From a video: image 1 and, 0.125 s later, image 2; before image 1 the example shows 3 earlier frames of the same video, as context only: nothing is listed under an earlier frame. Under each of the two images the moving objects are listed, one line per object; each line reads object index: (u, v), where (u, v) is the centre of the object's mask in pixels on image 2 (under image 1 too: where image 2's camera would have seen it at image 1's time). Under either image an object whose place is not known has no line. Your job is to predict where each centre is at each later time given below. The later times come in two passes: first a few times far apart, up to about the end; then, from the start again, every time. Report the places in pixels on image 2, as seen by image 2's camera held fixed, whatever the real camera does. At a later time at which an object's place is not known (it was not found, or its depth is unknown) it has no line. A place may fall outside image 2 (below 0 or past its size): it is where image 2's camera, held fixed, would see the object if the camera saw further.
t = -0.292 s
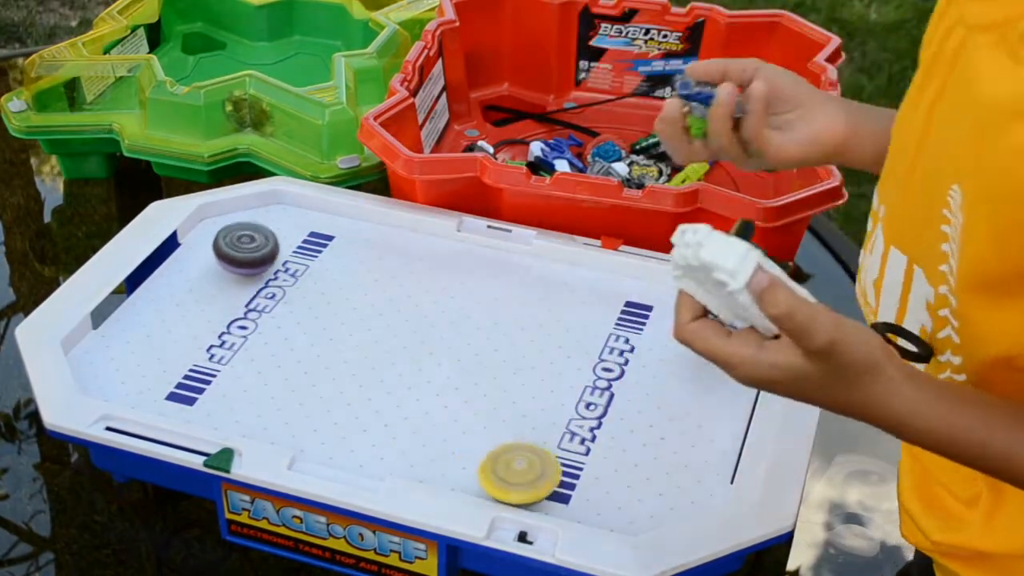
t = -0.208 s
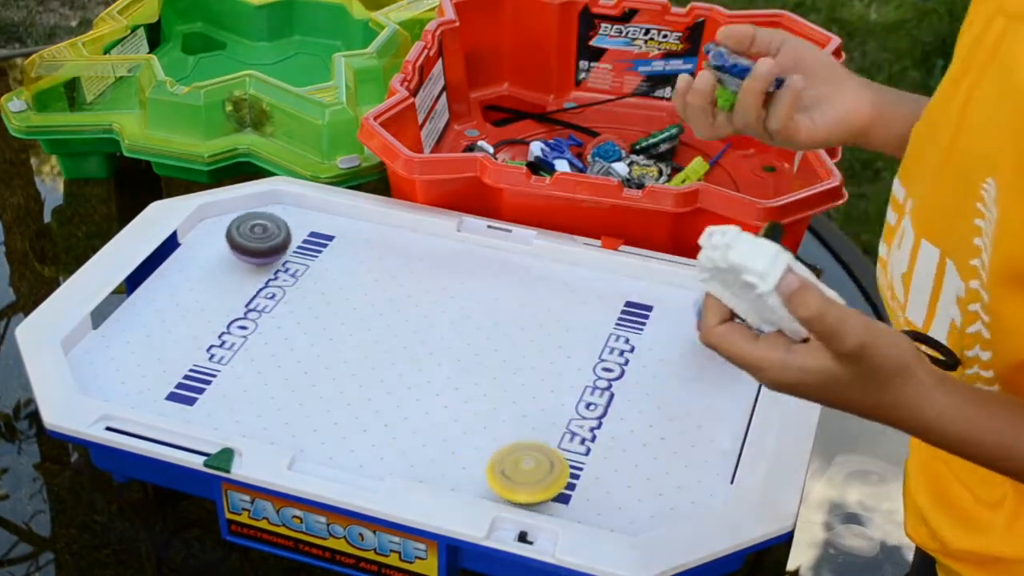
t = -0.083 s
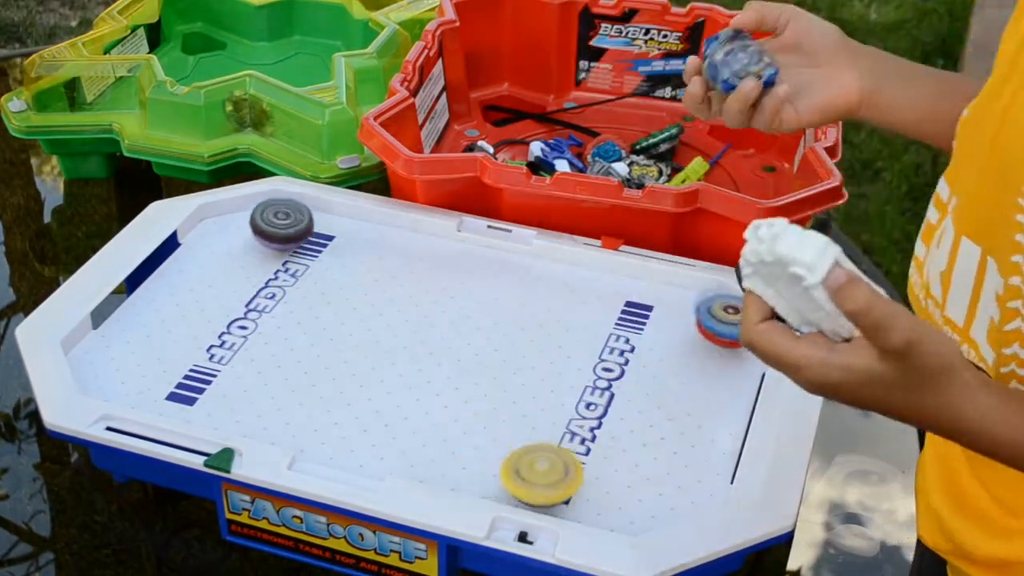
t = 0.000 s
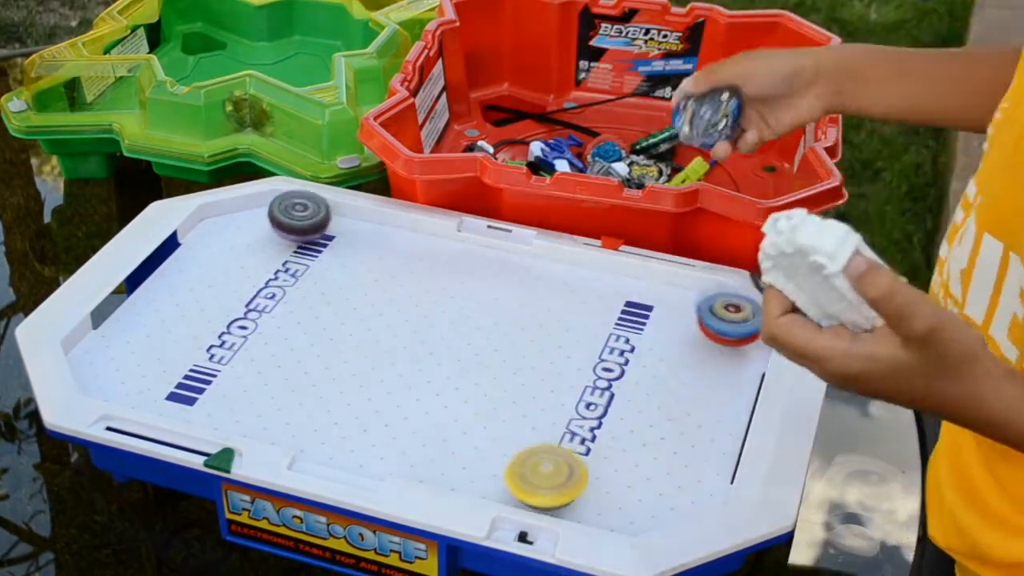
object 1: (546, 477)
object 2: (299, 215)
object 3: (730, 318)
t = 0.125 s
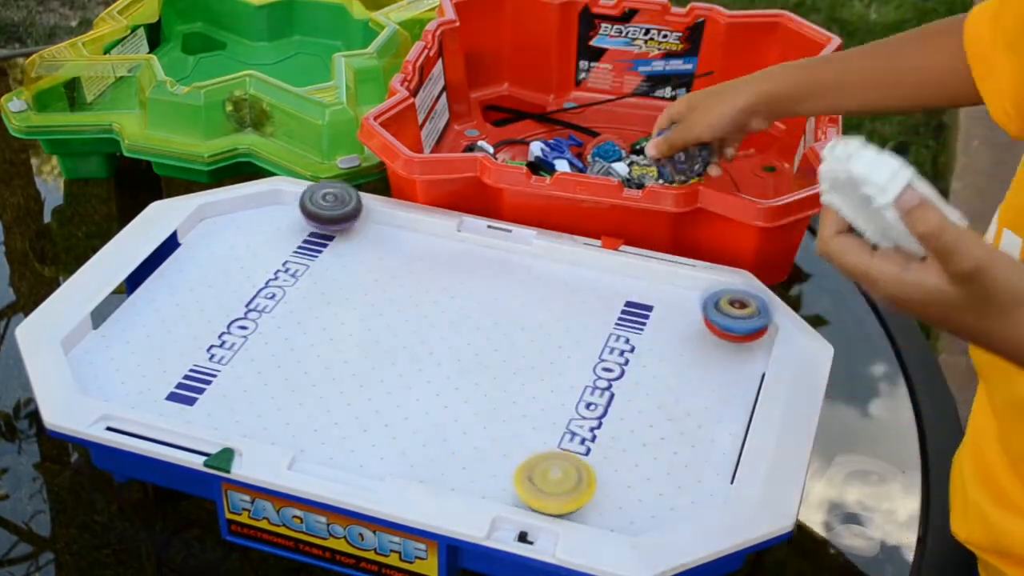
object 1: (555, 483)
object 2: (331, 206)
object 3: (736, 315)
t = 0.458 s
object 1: (576, 489)
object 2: (385, 218)
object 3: (655, 320)
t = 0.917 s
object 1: (613, 497)
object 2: (461, 253)
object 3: (588, 300)
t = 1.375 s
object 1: (665, 491)
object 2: (515, 288)
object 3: (585, 261)
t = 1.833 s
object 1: (691, 471)
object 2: (536, 324)
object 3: (606, 271)
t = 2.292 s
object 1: (698, 460)
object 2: (524, 359)
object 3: (650, 281)
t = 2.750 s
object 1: (699, 459)
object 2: (513, 384)
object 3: (683, 309)
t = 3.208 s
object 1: (704, 460)
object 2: (520, 405)
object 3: (729, 334)
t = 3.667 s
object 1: (704, 457)
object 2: (544, 415)
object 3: (716, 330)
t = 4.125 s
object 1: (703, 454)
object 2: (597, 434)
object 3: (731, 310)
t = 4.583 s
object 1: (708, 445)
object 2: (561, 435)
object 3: (697, 301)
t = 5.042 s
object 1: (711, 440)
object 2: (536, 425)
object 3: (712, 303)
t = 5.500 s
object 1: (714, 423)
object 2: (550, 424)
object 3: (740, 326)
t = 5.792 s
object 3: (726, 313)
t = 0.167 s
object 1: (557, 484)
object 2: (337, 206)
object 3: (739, 313)
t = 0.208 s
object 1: (559, 484)
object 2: (341, 209)
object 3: (742, 311)
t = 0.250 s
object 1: (563, 484)
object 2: (347, 211)
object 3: (718, 314)
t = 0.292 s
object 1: (566, 486)
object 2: (354, 213)
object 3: (697, 316)
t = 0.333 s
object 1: (569, 487)
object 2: (362, 214)
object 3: (684, 318)
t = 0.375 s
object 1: (572, 487)
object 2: (371, 215)
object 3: (673, 319)
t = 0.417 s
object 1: (575, 487)
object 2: (379, 216)
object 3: (663, 320)
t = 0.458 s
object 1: (576, 489)
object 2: (385, 218)
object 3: (655, 320)
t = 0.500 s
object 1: (581, 490)
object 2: (392, 221)
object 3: (647, 320)
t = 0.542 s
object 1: (584, 490)
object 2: (400, 224)
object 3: (641, 319)
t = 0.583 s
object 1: (586, 490)
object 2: (408, 227)
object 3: (634, 318)
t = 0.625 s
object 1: (588, 492)
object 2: (415, 230)
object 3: (628, 317)
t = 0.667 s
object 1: (592, 492)
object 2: (422, 234)
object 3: (621, 315)
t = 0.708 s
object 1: (597, 490)
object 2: (429, 237)
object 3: (614, 313)
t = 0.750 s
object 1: (600, 491)
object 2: (436, 241)
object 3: (607, 312)
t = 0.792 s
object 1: (603, 493)
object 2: (442, 244)
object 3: (601, 308)
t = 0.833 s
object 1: (606, 494)
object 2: (448, 247)
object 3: (597, 306)
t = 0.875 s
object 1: (610, 495)
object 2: (454, 250)
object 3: (593, 302)
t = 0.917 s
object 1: (613, 497)
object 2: (461, 253)
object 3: (588, 300)
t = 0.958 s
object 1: (615, 499)
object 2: (467, 256)
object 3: (585, 296)
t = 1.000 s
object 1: (621, 501)
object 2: (473, 259)
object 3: (583, 292)
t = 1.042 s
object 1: (628, 495)
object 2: (478, 262)
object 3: (582, 287)
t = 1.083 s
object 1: (634, 492)
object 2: (483, 265)
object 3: (581, 283)
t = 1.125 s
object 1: (641, 492)
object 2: (488, 269)
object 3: (580, 280)
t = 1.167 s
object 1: (645, 491)
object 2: (493, 272)
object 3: (580, 276)
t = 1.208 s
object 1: (650, 492)
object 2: (497, 275)
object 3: (581, 271)
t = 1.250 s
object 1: (655, 493)
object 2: (503, 279)
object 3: (582, 267)
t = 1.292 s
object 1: (658, 492)
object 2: (507, 282)
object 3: (584, 263)
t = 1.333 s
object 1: (660, 492)
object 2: (511, 285)
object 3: (586, 259)
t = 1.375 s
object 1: (665, 491)
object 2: (515, 288)
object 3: (585, 261)
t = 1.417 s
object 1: (667, 489)
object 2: (518, 291)
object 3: (585, 261)
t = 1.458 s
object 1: (667, 484)
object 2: (521, 294)
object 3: (587, 260)
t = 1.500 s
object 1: (670, 483)
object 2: (524, 297)
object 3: (589, 259)
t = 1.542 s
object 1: (673, 481)
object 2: (526, 301)
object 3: (590, 261)
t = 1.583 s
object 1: (676, 482)
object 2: (529, 304)
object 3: (591, 263)
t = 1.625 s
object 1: (681, 482)
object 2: (531, 307)
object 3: (593, 265)
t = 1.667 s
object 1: (684, 482)
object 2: (532, 311)
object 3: (595, 266)
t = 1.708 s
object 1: (688, 484)
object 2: (534, 314)
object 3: (597, 268)
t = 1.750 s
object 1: (687, 476)
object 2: (534, 317)
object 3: (600, 269)
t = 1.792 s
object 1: (688, 472)
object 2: (536, 321)
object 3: (603, 270)
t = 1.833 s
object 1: (691, 471)
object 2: (536, 324)
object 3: (606, 271)
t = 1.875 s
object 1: (694, 470)
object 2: (536, 327)
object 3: (610, 272)
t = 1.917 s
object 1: (698, 470)
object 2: (537, 330)
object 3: (613, 272)
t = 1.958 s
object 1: (700, 469)
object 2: (535, 334)
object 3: (618, 272)
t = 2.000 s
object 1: (701, 469)
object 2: (535, 337)
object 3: (623, 272)
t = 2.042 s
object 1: (701, 467)
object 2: (534, 340)
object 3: (627, 272)
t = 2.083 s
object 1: (700, 465)
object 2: (534, 344)
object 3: (632, 271)
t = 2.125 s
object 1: (702, 465)
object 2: (532, 347)
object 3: (637, 271)
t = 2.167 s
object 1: (701, 464)
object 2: (530, 350)
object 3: (642, 271)
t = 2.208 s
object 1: (697, 462)
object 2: (528, 353)
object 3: (645, 272)
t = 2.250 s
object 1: (697, 459)
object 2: (526, 356)
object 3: (648, 278)
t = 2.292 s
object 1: (698, 460)
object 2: (524, 359)
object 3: (650, 281)
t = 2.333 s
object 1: (699, 460)
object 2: (522, 361)
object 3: (654, 284)
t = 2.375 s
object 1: (700, 461)
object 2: (520, 364)
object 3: (657, 286)
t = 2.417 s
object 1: (700, 460)
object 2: (518, 367)
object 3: (660, 289)
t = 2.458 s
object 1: (701, 461)
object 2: (516, 369)
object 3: (663, 292)
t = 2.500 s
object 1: (701, 461)
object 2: (513, 371)
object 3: (667, 294)
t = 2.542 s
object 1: (701, 462)
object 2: (512, 373)
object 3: (670, 297)
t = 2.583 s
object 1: (703, 461)
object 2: (511, 375)
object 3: (673, 299)
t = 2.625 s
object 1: (702, 462)
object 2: (511, 377)
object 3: (676, 301)
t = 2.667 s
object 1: (704, 461)
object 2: (512, 380)
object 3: (677, 304)
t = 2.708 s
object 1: (703, 461)
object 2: (512, 381)
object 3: (680, 306)
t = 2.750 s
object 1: (699, 459)
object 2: (513, 384)
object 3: (683, 309)
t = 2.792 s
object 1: (697, 459)
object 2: (514, 387)
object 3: (686, 311)
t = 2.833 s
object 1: (699, 457)
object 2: (515, 390)
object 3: (689, 313)
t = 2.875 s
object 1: (699, 459)
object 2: (514, 392)
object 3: (693, 316)
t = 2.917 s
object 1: (699, 458)
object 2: (515, 395)
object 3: (697, 318)
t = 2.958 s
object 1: (700, 459)
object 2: (515, 397)
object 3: (701, 320)
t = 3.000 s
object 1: (700, 458)
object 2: (516, 399)
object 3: (705, 323)
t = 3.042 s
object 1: (701, 460)
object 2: (517, 401)
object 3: (710, 325)
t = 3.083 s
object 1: (702, 459)
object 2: (517, 402)
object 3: (715, 327)
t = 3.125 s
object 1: (704, 461)
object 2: (519, 403)
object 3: (719, 330)
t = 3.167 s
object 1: (703, 459)
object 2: (519, 404)
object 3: (724, 332)
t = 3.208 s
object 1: (704, 460)
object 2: (520, 405)
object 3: (729, 334)
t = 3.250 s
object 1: (704, 459)
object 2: (522, 406)
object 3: (734, 336)
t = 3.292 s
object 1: (705, 460)
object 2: (523, 407)
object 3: (740, 338)
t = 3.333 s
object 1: (704, 460)
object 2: (524, 408)
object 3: (735, 338)
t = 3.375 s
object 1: (704, 459)
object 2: (526, 408)
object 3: (731, 337)
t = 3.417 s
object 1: (702, 458)
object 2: (527, 409)
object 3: (727, 337)
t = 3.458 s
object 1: (703, 457)
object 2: (530, 410)
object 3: (724, 336)
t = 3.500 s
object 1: (703, 458)
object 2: (532, 411)
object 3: (722, 335)
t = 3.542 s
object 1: (704, 457)
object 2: (535, 412)
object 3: (720, 333)
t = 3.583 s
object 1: (705, 458)
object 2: (538, 413)
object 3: (719, 333)
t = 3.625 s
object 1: (704, 458)
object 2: (540, 414)
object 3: (717, 331)
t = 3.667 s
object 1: (704, 457)
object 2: (544, 415)
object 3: (716, 330)
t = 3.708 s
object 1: (704, 458)
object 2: (549, 416)
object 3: (716, 328)
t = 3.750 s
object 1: (704, 457)
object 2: (553, 418)
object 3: (716, 326)
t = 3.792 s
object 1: (704, 457)
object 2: (558, 420)
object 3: (717, 325)
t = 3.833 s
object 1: (704, 456)
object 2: (563, 422)
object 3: (719, 323)
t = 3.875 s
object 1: (705, 457)
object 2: (568, 423)
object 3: (721, 321)
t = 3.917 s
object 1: (705, 458)
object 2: (574, 425)
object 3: (724, 318)
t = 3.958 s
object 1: (702, 455)
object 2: (579, 427)
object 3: (726, 317)
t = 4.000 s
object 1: (701, 455)
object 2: (584, 429)
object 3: (730, 315)
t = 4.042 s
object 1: (701, 453)
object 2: (588, 430)
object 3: (734, 313)
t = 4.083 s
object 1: (702, 453)
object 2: (593, 432)
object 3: (739, 311)
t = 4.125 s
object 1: (703, 454)
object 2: (597, 434)
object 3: (731, 310)
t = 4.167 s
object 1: (704, 452)
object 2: (602, 436)
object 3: (723, 312)
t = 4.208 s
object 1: (707, 453)
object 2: (608, 438)
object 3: (718, 311)
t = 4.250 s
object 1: (701, 451)
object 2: (613, 441)
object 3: (715, 311)
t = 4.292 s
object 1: (705, 452)
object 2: (612, 442)
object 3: (711, 311)
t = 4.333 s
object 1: (706, 450)
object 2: (598, 439)
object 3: (708, 310)
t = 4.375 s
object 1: (708, 449)
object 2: (590, 437)
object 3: (705, 309)
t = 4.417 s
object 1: (707, 447)
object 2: (584, 438)
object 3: (703, 308)
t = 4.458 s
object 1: (707, 446)
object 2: (577, 437)
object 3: (701, 306)
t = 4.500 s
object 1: (706, 445)
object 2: (570, 437)
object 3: (700, 305)
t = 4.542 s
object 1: (706, 445)
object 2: (565, 436)
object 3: (698, 303)
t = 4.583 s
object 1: (708, 445)
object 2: (561, 435)
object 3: (697, 301)
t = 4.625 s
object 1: (708, 445)
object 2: (557, 434)
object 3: (697, 299)
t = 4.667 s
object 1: (710, 444)
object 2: (554, 433)
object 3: (697, 297)
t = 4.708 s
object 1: (710, 443)
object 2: (550, 432)
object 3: (698, 294)
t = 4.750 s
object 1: (711, 444)
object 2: (548, 431)
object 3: (700, 292)
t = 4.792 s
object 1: (710, 444)
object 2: (545, 430)
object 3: (701, 290)
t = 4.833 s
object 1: (710, 443)
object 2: (543, 429)
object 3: (703, 287)
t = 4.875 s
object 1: (710, 441)
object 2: (541, 428)
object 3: (706, 284)
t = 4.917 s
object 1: (711, 441)
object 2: (539, 427)
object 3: (705, 286)
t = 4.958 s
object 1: (712, 440)
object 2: (537, 426)
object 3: (706, 294)
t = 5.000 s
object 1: (711, 440)
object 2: (537, 425)
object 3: (708, 299)
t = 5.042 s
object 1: (711, 440)
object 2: (536, 425)
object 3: (712, 303)
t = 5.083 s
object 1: (712, 439)
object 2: (536, 424)
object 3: (716, 307)
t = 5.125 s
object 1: (710, 437)
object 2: (536, 424)
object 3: (719, 312)
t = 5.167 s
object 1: (712, 435)
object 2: (537, 424)
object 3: (724, 315)
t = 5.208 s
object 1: (712, 435)
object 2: (537, 424)
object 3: (729, 318)
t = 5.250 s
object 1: (714, 434)
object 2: (537, 424)
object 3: (734, 322)
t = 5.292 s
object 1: (715, 433)
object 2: (539, 424)
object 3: (740, 324)
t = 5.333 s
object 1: (715, 432)
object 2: (540, 424)
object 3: (742, 325)
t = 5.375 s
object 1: (715, 430)
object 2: (542, 423)
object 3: (741, 326)
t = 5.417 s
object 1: (716, 427)
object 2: (544, 424)
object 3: (740, 325)
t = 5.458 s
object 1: (715, 426)
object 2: (547, 425)
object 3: (740, 326)
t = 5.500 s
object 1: (714, 423)
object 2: (550, 424)
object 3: (740, 326)
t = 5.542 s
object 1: (715, 423)
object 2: (554, 425)
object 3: (741, 326)
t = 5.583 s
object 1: (716, 422)
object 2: (558, 425)
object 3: (742, 325)
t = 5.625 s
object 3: (740, 323)
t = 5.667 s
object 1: (718, 421)
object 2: (566, 426)
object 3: (736, 321)
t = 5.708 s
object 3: (732, 318)
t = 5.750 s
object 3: (729, 315)
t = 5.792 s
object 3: (726, 313)
